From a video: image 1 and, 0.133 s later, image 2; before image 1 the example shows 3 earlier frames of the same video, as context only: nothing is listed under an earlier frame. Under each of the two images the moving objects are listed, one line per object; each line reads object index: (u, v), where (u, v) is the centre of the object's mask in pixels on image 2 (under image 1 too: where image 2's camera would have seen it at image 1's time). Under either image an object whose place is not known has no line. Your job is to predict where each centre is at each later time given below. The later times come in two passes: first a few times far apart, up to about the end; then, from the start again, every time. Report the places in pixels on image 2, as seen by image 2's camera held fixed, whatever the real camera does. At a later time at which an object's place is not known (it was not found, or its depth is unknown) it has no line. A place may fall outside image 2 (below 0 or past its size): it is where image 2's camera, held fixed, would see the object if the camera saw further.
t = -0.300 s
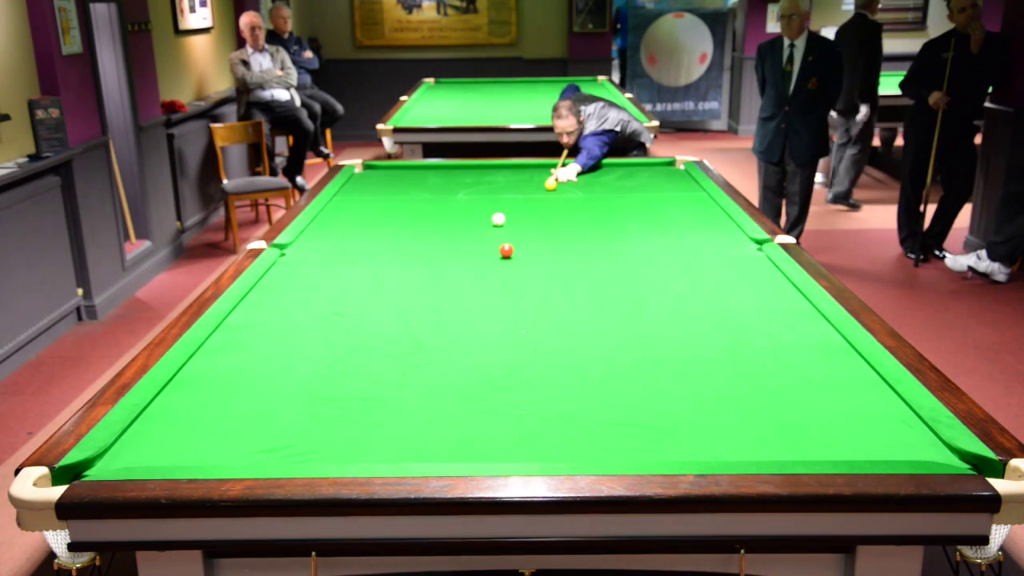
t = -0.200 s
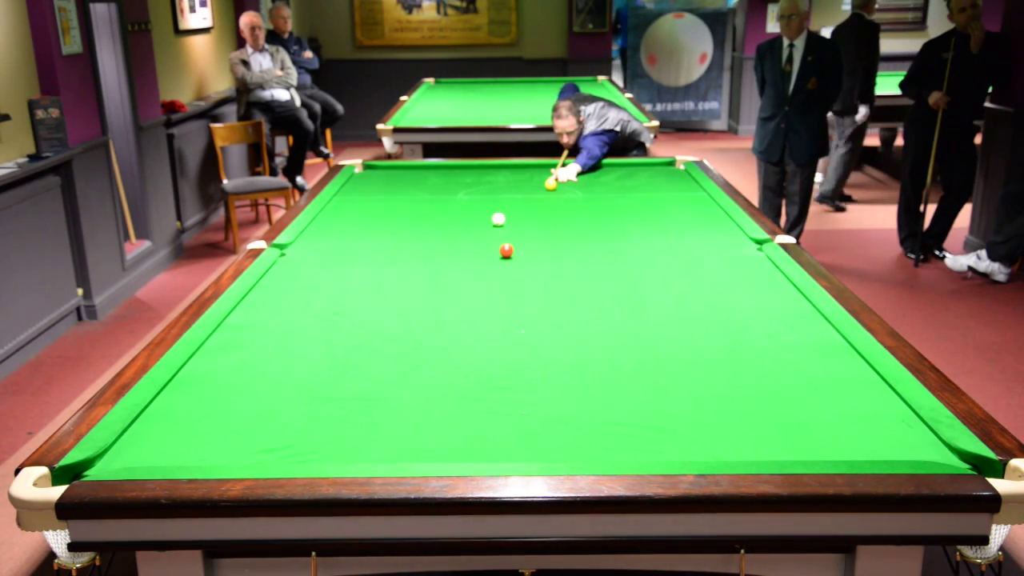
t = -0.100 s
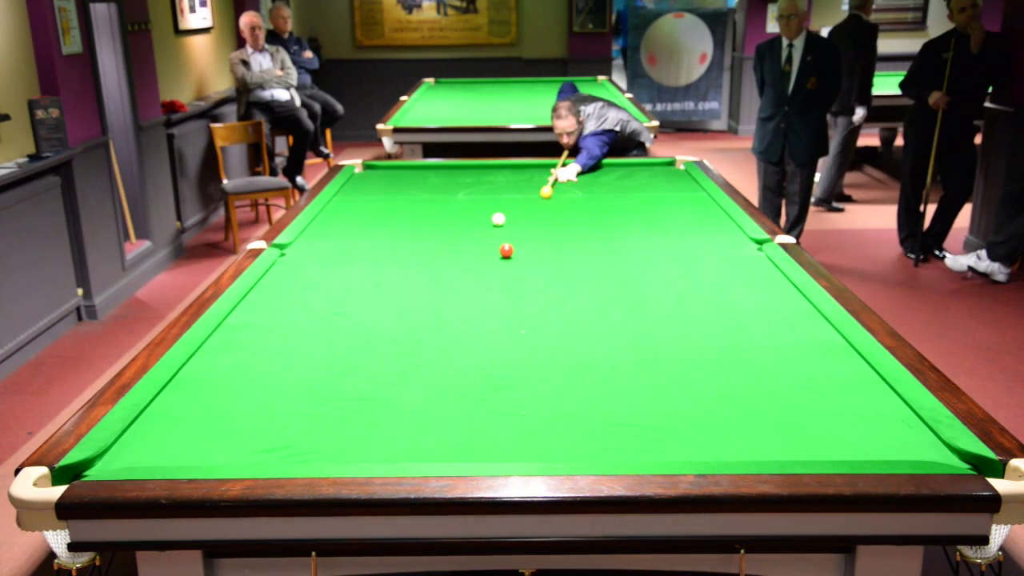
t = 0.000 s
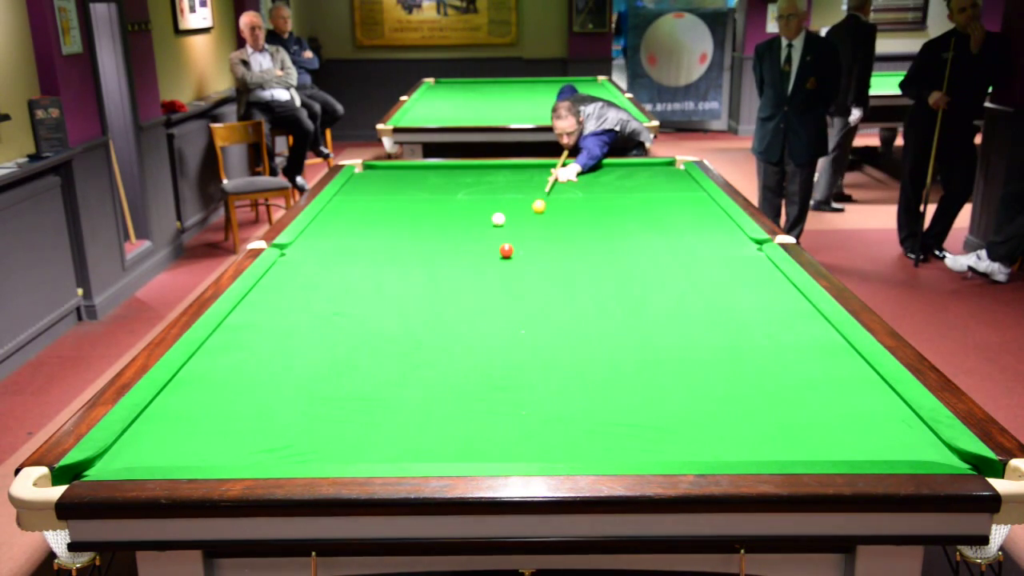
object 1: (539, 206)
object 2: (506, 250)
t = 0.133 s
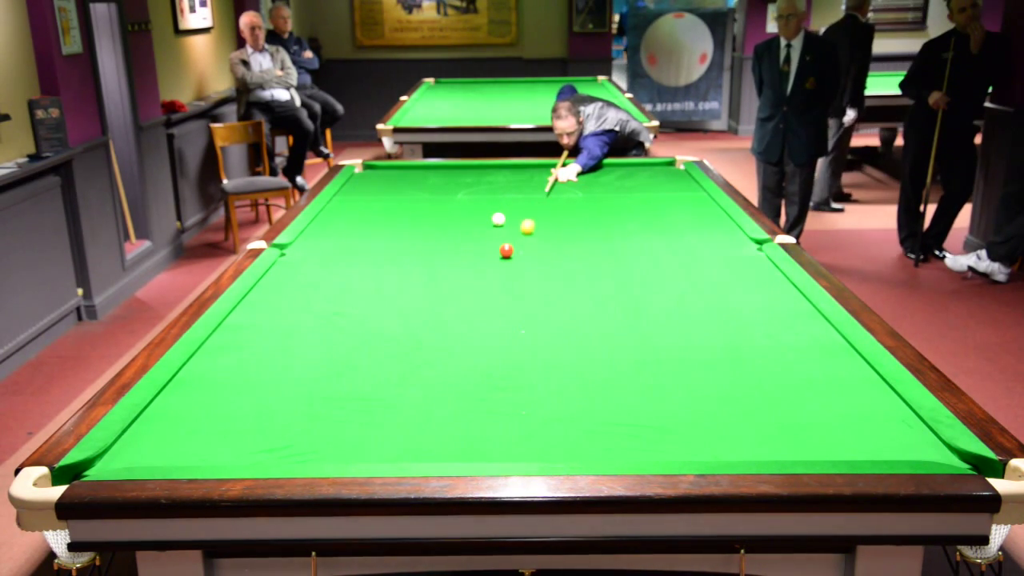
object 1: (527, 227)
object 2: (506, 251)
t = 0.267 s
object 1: (519, 248)
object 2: (501, 252)
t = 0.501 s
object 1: (579, 268)
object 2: (412, 280)
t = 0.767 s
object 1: (643, 302)
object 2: (313, 311)
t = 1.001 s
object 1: (712, 338)
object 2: (214, 342)
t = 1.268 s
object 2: (245, 374)
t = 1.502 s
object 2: (269, 408)
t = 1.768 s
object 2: (301, 451)
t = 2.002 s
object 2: (355, 442)
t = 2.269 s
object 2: (415, 418)
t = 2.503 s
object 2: (461, 399)
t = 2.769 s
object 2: (507, 381)
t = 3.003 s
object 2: (543, 366)
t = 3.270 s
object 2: (580, 352)
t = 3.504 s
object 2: (609, 341)
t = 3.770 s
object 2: (639, 329)
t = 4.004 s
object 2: (663, 320)
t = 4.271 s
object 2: (687, 311)
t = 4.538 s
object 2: (709, 302)
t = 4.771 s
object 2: (725, 295)
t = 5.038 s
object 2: (743, 289)
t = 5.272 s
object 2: (757, 283)
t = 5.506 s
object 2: (770, 278)
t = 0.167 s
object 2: (506, 251)
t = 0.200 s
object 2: (506, 251)
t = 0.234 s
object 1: (518, 243)
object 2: (506, 250)
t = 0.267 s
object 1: (519, 248)
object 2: (501, 252)
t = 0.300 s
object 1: (528, 250)
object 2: (488, 256)
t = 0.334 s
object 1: (537, 253)
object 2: (475, 260)
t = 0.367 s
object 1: (546, 256)
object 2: (462, 264)
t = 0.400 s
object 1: (554, 258)
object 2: (450, 268)
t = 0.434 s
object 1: (563, 262)
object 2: (437, 272)
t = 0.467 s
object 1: (571, 265)
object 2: (424, 276)
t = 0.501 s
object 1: (579, 268)
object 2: (412, 280)
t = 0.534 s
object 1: (586, 272)
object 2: (399, 284)
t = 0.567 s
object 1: (594, 275)
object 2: (386, 288)
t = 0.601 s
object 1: (602, 280)
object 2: (374, 291)
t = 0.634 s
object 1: (609, 284)
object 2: (362, 295)
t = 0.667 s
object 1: (618, 288)
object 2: (350, 299)
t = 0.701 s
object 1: (626, 293)
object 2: (338, 303)
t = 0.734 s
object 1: (634, 297)
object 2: (326, 307)
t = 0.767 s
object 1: (643, 302)
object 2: (313, 311)
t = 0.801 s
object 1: (652, 307)
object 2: (300, 315)
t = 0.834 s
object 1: (661, 312)
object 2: (286, 319)
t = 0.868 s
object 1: (671, 316)
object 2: (273, 323)
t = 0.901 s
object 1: (680, 322)
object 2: (259, 328)
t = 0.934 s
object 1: (690, 327)
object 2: (244, 333)
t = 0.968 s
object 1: (701, 333)
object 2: (229, 337)
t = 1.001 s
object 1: (712, 338)
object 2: (214, 342)
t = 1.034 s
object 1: (723, 344)
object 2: (213, 346)
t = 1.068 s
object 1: (735, 351)
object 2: (220, 350)
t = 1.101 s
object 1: (747, 357)
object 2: (226, 354)
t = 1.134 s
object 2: (230, 358)
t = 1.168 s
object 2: (235, 362)
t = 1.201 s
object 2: (238, 366)
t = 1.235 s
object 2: (242, 370)
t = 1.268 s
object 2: (245, 374)
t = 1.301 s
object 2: (248, 379)
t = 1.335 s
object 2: (251, 383)
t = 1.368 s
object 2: (255, 388)
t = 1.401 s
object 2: (258, 393)
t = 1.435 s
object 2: (262, 398)
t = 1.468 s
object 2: (265, 403)
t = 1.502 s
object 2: (269, 408)
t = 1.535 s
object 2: (272, 413)
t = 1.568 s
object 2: (276, 418)
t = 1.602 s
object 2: (280, 423)
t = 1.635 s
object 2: (284, 429)
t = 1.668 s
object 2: (288, 435)
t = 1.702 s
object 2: (292, 440)
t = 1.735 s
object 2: (296, 446)
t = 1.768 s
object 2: (301, 451)
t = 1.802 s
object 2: (305, 455)
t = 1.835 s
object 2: (310, 457)
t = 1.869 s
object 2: (320, 455)
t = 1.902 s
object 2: (329, 452)
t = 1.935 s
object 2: (338, 450)
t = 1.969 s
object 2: (346, 445)
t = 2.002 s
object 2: (355, 442)
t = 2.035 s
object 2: (363, 439)
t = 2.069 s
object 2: (371, 435)
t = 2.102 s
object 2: (378, 432)
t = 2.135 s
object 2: (386, 429)
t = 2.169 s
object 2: (393, 426)
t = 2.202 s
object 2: (400, 423)
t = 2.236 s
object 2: (407, 420)
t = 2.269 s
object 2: (415, 418)
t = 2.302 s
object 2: (422, 415)
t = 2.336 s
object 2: (428, 412)
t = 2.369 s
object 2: (435, 409)
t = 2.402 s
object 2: (442, 407)
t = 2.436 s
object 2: (448, 404)
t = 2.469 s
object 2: (454, 402)
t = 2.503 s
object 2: (461, 399)
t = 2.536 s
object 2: (467, 397)
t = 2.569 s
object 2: (473, 394)
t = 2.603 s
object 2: (479, 392)
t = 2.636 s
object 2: (485, 390)
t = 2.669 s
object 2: (490, 388)
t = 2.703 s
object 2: (496, 385)
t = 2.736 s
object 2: (502, 383)
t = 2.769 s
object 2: (507, 381)
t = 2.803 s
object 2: (513, 379)
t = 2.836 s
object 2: (518, 377)
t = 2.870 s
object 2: (523, 374)
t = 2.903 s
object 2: (528, 372)
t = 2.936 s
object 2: (533, 371)
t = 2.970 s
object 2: (539, 369)
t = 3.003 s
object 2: (543, 366)
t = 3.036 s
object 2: (548, 365)
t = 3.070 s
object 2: (553, 363)
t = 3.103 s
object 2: (558, 361)
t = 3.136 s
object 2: (562, 359)
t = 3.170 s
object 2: (567, 357)
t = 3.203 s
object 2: (572, 356)
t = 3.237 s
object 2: (576, 354)
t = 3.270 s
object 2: (580, 352)
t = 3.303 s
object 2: (585, 351)
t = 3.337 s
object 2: (589, 349)
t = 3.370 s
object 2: (593, 347)
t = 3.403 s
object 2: (598, 346)
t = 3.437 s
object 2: (601, 344)
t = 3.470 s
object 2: (605, 342)
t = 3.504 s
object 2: (609, 341)
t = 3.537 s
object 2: (613, 339)
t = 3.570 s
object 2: (617, 338)
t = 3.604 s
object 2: (621, 336)
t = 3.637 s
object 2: (625, 335)
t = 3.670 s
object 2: (628, 333)
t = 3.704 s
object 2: (632, 332)
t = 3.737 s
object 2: (636, 331)
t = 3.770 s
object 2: (639, 329)
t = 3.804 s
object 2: (643, 328)
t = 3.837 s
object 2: (646, 327)
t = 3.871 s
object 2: (650, 325)
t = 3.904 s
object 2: (653, 324)
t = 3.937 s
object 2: (656, 323)
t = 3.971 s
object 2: (659, 321)
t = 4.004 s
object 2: (663, 320)
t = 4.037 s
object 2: (666, 319)
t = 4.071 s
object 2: (669, 318)
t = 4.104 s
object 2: (672, 316)
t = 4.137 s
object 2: (675, 315)
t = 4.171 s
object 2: (678, 314)
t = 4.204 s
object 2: (681, 313)
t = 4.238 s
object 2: (684, 312)
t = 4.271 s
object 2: (687, 311)
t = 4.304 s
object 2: (690, 310)
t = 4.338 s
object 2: (692, 308)
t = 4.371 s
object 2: (695, 307)
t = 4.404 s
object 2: (698, 306)
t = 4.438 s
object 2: (701, 305)
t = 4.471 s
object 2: (703, 304)
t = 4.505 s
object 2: (706, 303)
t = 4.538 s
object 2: (709, 302)
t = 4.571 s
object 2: (711, 301)
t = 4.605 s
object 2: (713, 300)
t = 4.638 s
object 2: (716, 299)
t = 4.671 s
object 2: (718, 298)
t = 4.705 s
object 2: (721, 297)
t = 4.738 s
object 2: (723, 296)
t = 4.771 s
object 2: (725, 295)
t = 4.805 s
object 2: (728, 294)
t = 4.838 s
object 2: (730, 294)
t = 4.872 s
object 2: (732, 293)
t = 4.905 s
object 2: (734, 292)
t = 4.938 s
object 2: (737, 291)
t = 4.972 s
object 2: (739, 290)
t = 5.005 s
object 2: (741, 289)
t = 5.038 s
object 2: (743, 289)
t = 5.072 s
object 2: (745, 288)
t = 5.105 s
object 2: (747, 287)
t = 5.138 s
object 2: (749, 286)
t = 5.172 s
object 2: (751, 285)
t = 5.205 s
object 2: (753, 284)
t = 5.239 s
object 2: (755, 284)
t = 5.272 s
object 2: (757, 283)
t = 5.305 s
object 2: (759, 282)
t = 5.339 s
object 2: (761, 281)
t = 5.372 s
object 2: (763, 281)
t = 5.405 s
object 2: (764, 280)
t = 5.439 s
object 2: (766, 279)
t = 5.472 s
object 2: (768, 279)
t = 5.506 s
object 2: (770, 278)
